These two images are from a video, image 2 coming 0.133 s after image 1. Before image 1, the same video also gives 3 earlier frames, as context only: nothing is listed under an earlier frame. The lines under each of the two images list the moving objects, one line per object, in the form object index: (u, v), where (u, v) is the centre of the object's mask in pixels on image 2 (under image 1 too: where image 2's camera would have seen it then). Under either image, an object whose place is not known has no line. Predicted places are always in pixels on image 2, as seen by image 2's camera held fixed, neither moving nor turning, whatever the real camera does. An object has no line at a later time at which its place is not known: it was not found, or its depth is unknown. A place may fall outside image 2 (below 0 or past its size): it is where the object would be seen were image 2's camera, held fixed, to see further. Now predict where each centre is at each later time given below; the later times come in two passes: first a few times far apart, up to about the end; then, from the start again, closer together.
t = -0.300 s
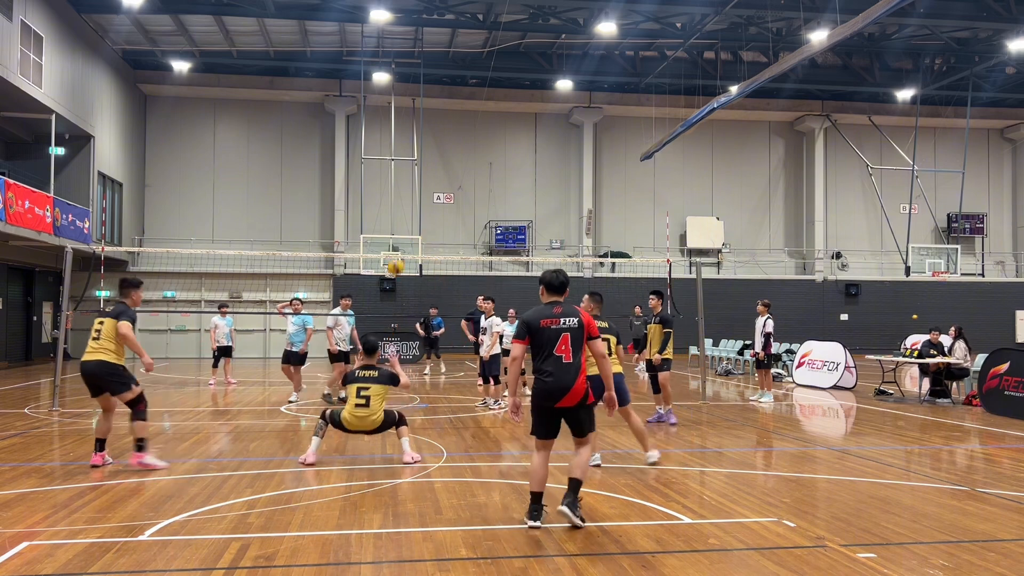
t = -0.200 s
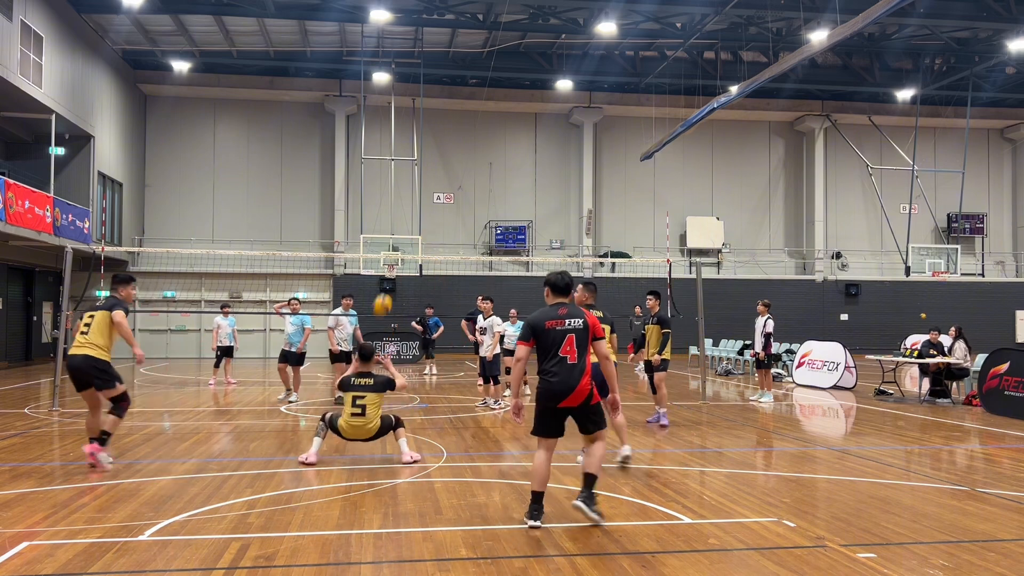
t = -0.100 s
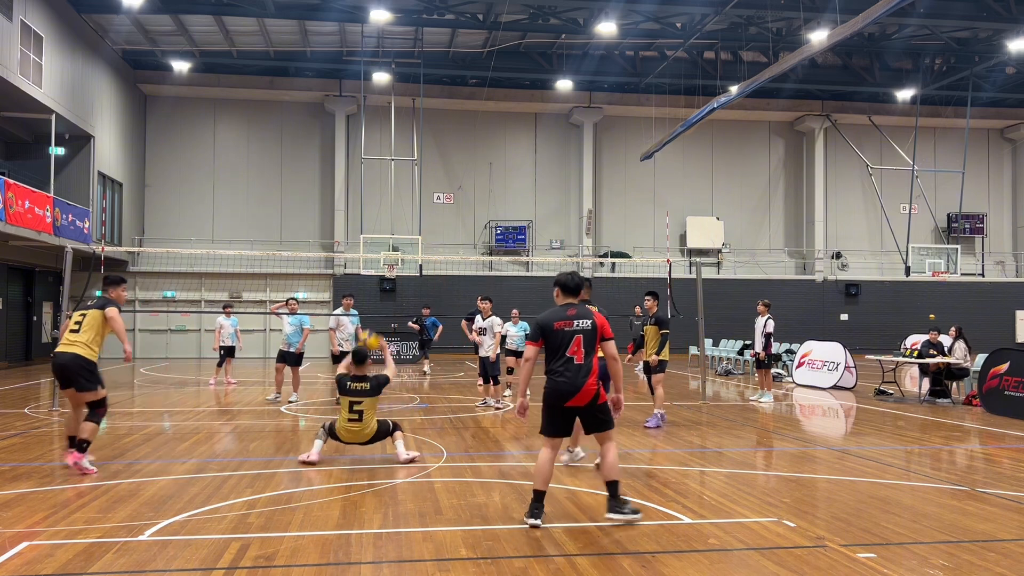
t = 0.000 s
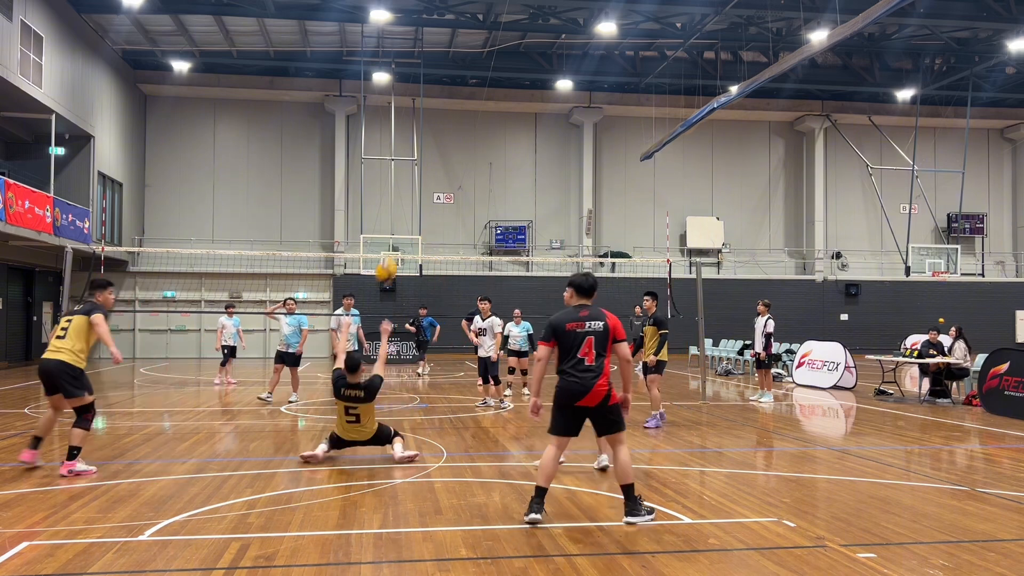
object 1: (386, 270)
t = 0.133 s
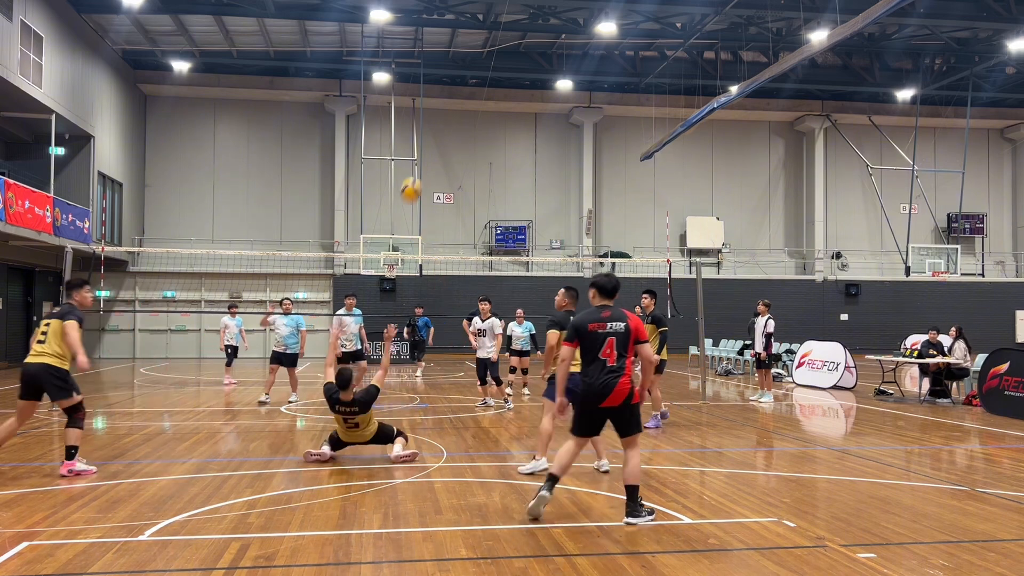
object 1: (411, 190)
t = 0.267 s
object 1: (435, 128)
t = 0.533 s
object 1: (478, 57)
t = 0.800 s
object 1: (518, 52)
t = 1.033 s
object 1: (551, 98)
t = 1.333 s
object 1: (591, 224)
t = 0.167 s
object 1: (418, 170)
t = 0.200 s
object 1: (424, 156)
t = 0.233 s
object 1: (429, 141)
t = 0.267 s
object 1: (435, 128)
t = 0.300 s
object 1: (441, 114)
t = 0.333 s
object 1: (446, 104)
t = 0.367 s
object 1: (451, 93)
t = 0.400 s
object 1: (457, 82)
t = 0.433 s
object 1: (462, 76)
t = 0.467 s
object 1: (467, 68)
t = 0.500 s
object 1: (472, 62)
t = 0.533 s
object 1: (478, 57)
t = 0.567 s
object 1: (483, 52)
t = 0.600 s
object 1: (488, 49)
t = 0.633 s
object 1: (493, 47)
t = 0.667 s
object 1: (498, 46)
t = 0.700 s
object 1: (503, 46)
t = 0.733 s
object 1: (508, 47)
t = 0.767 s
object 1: (513, 49)
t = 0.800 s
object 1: (518, 52)
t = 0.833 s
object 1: (522, 55)
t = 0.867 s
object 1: (527, 60)
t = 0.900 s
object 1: (532, 66)
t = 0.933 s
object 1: (537, 73)
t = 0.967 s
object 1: (541, 80)
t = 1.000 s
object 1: (546, 89)
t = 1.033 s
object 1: (551, 98)
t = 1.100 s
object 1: (560, 120)
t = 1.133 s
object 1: (565, 133)
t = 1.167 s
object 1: (569, 145)
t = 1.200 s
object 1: (573, 159)
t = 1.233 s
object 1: (578, 174)
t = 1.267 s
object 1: (582, 190)
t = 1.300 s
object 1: (587, 207)
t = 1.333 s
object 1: (591, 224)
